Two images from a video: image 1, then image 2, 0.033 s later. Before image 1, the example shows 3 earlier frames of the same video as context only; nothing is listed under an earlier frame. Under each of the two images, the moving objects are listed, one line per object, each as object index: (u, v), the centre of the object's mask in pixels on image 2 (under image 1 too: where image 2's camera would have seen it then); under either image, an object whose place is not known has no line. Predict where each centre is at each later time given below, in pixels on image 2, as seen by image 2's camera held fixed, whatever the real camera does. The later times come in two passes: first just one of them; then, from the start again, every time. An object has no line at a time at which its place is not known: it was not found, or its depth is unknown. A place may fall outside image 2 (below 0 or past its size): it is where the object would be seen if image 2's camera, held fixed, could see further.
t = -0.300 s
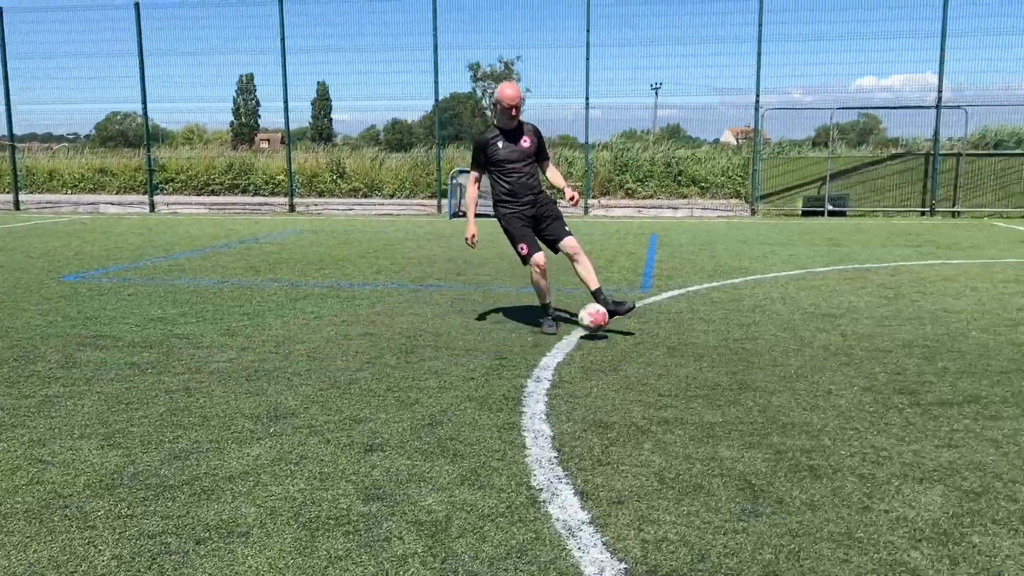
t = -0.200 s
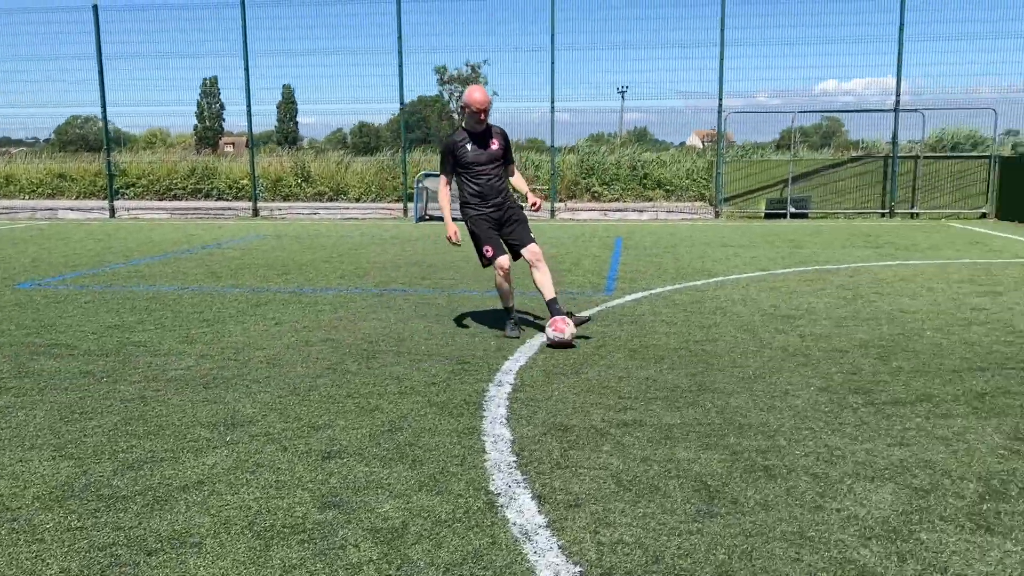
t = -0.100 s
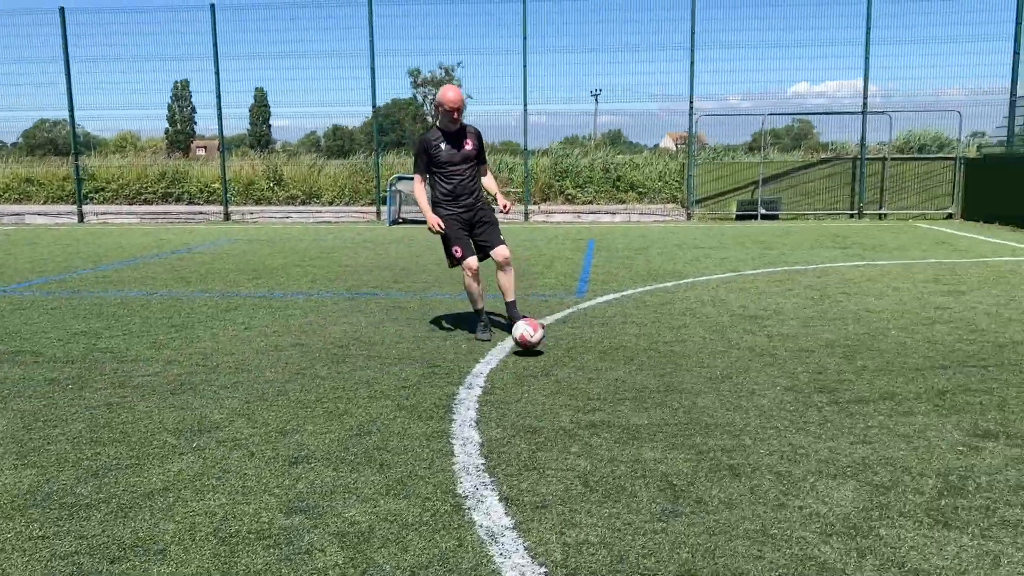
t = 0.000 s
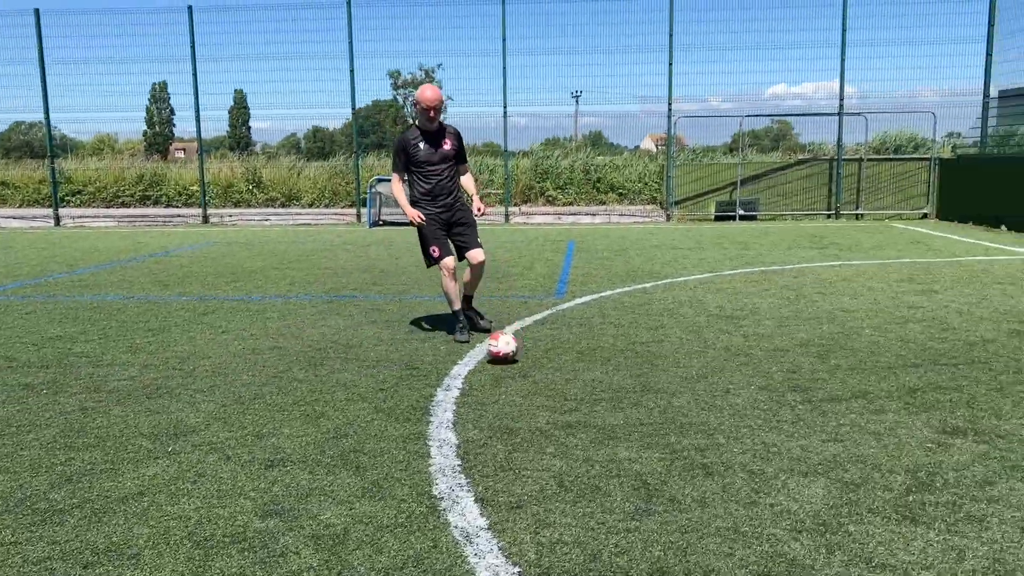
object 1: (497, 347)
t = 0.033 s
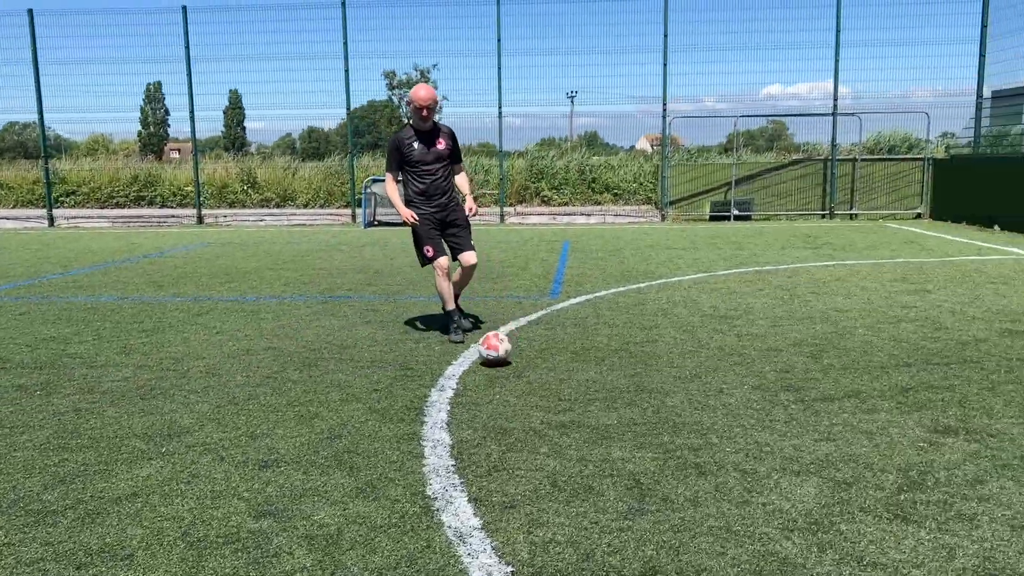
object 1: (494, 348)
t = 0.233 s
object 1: (484, 364)
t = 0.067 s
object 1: (493, 350)
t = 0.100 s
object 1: (491, 355)
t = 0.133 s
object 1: (490, 358)
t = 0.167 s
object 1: (488, 360)
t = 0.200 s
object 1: (486, 362)
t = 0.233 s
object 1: (484, 364)
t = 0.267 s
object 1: (483, 368)
